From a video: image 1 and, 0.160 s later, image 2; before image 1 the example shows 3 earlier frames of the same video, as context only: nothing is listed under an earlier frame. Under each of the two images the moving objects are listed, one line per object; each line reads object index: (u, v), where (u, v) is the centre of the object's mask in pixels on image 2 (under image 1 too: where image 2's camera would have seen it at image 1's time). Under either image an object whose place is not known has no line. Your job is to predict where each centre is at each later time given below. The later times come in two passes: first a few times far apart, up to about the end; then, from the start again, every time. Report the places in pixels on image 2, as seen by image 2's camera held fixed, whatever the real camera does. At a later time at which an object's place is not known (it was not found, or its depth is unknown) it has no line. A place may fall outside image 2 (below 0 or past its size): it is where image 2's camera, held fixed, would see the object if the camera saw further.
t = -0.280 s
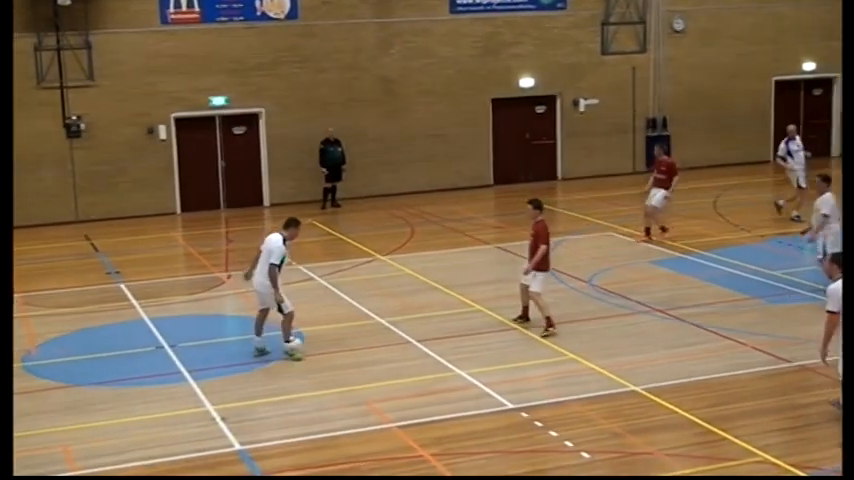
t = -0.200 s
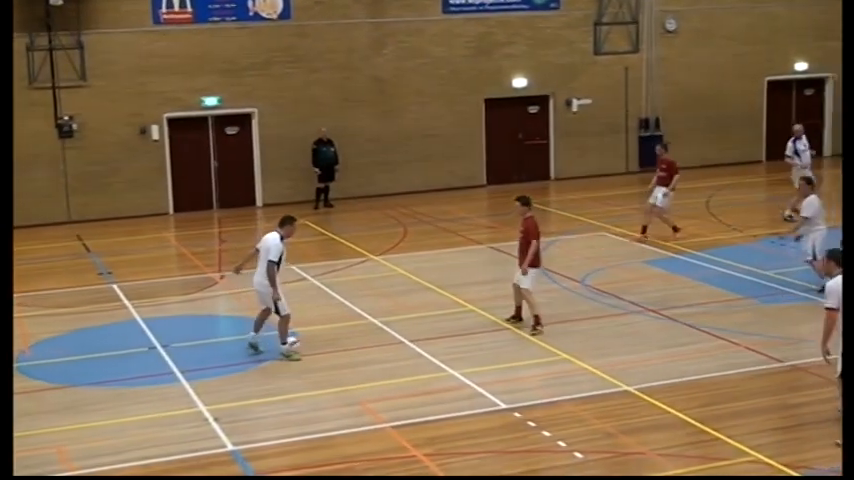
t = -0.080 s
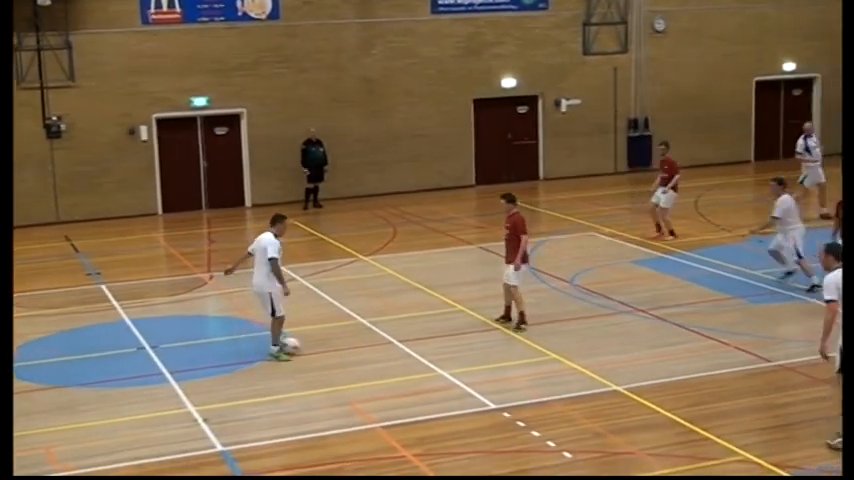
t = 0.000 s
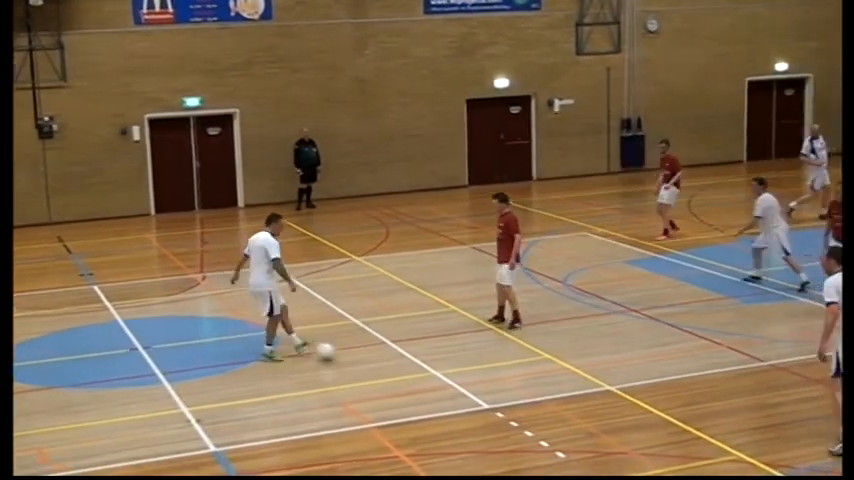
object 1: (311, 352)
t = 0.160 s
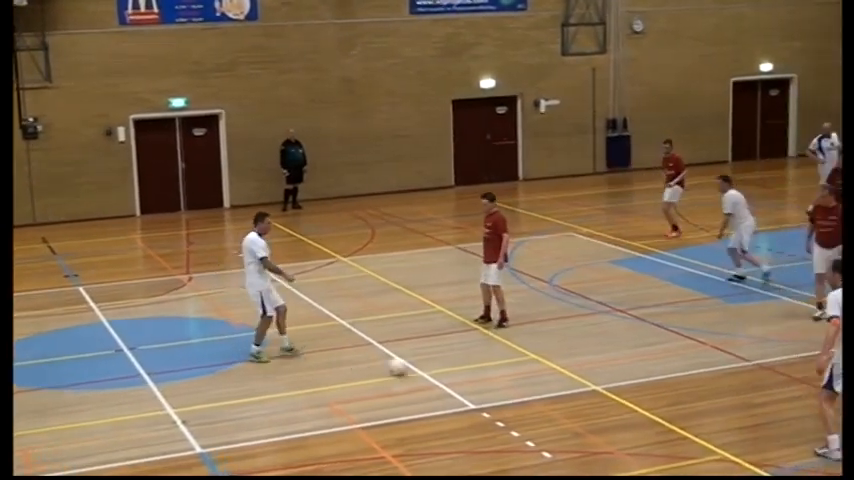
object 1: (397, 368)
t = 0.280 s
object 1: (459, 376)
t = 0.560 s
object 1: (589, 398)
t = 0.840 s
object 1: (716, 422)
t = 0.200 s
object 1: (418, 371)
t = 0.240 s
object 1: (438, 374)
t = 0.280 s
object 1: (459, 376)
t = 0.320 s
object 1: (478, 380)
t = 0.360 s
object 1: (497, 384)
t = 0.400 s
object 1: (515, 387)
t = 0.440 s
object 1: (536, 390)
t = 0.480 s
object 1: (553, 393)
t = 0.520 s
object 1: (571, 397)
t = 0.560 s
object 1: (589, 398)
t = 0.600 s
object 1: (607, 402)
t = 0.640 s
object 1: (624, 405)
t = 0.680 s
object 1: (643, 408)
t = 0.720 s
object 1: (661, 411)
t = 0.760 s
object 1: (678, 414)
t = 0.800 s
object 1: (698, 417)
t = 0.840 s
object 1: (716, 422)
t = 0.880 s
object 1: (735, 425)
